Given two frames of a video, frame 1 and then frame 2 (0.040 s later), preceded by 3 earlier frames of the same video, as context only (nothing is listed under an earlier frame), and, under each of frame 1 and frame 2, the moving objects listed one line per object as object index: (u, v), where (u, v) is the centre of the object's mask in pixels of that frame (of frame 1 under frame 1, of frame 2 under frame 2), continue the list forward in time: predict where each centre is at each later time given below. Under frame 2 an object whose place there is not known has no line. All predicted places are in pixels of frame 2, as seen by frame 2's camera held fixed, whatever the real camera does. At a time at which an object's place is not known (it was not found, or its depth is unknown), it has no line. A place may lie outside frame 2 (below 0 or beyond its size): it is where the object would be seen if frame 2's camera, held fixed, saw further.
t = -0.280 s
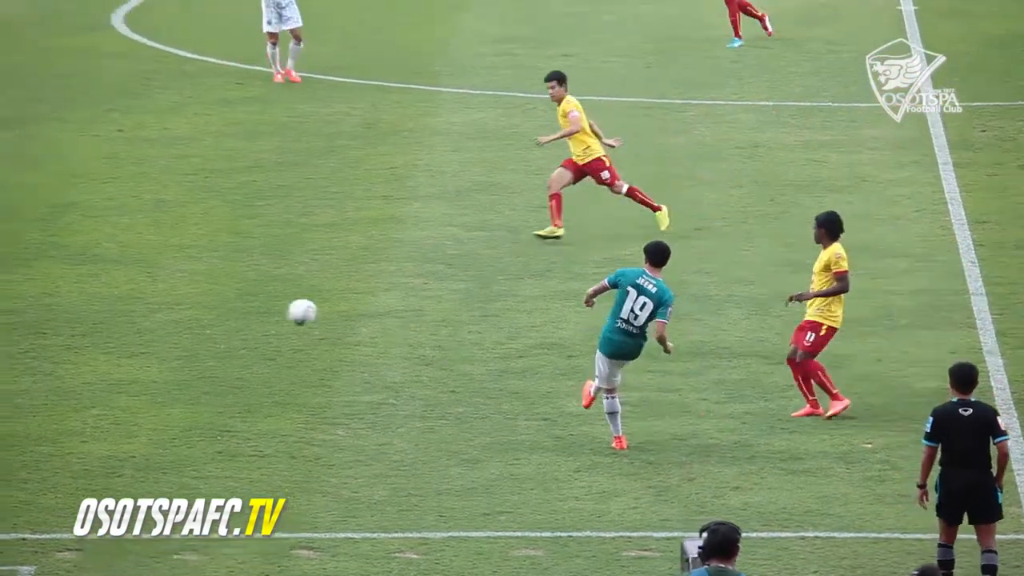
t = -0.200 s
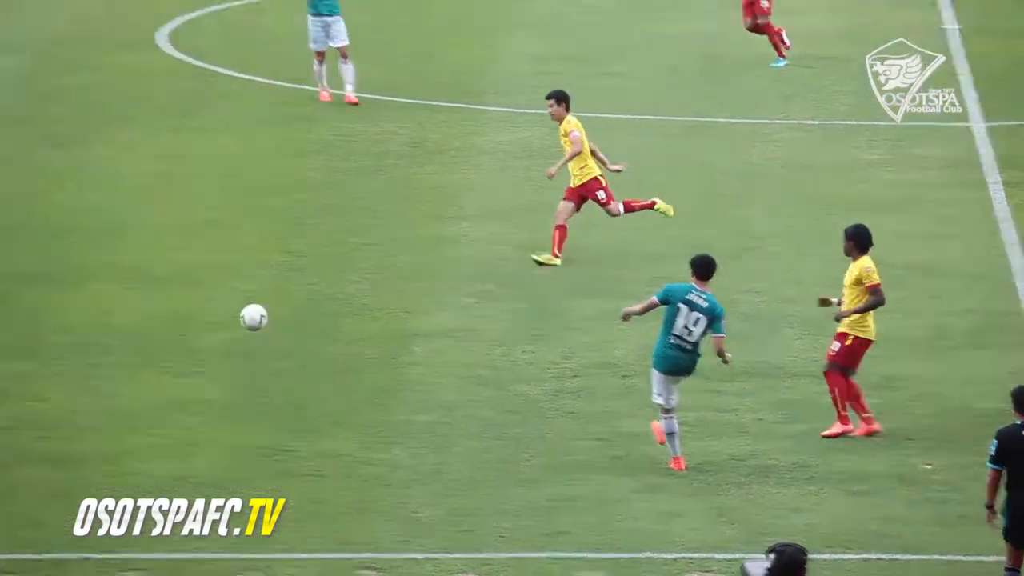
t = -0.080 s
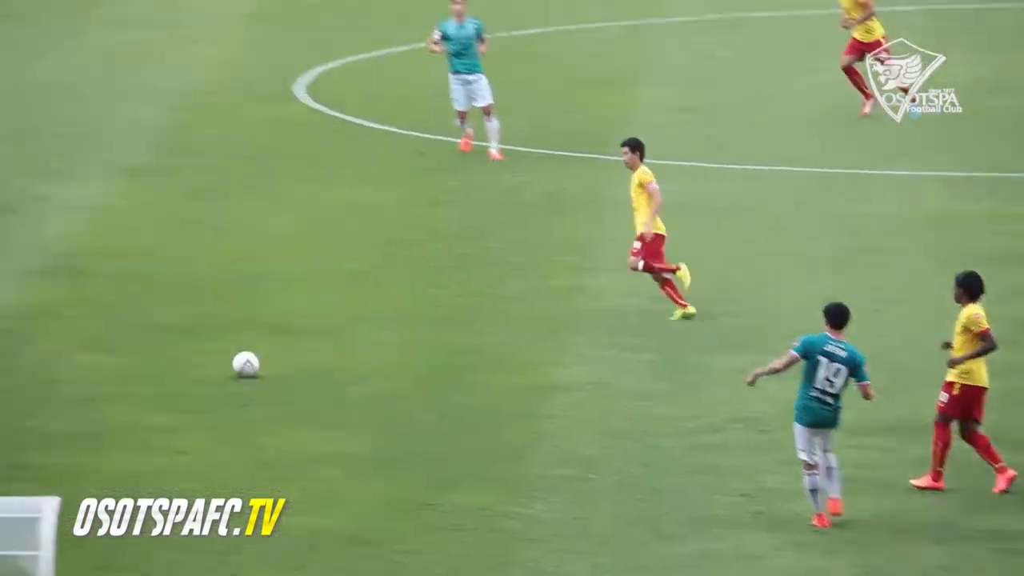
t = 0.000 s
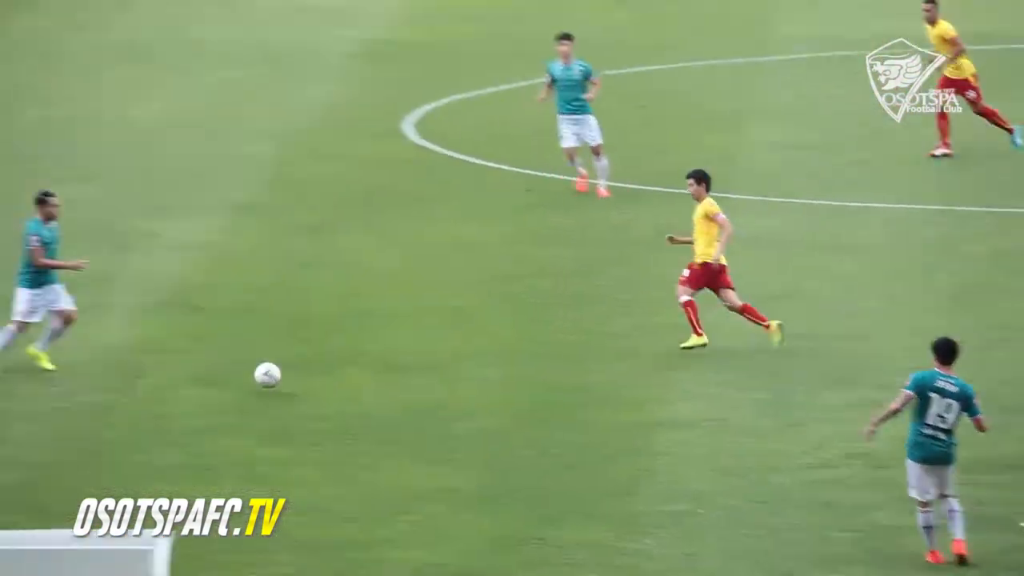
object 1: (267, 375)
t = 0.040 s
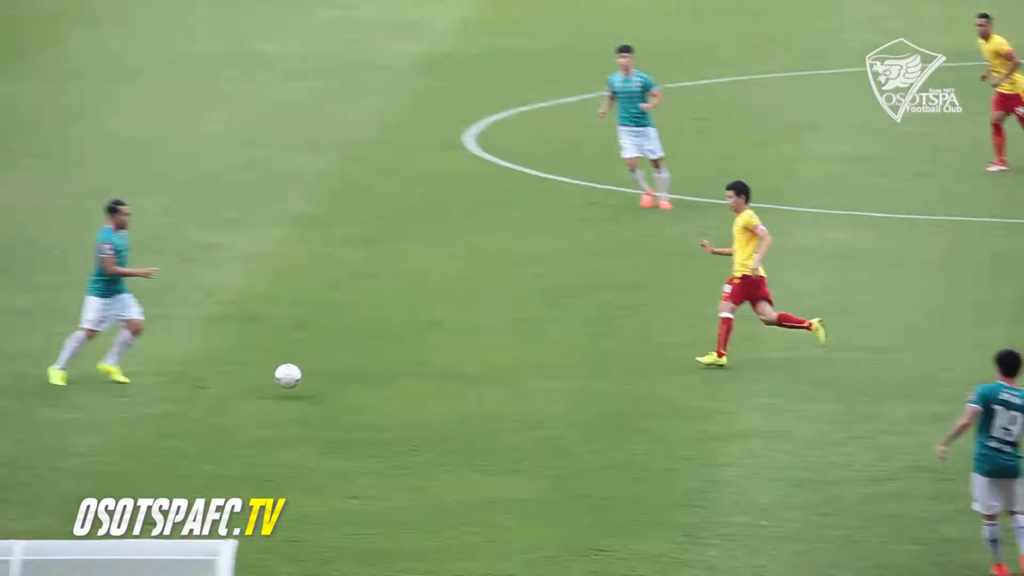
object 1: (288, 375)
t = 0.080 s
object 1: (245, 368)
